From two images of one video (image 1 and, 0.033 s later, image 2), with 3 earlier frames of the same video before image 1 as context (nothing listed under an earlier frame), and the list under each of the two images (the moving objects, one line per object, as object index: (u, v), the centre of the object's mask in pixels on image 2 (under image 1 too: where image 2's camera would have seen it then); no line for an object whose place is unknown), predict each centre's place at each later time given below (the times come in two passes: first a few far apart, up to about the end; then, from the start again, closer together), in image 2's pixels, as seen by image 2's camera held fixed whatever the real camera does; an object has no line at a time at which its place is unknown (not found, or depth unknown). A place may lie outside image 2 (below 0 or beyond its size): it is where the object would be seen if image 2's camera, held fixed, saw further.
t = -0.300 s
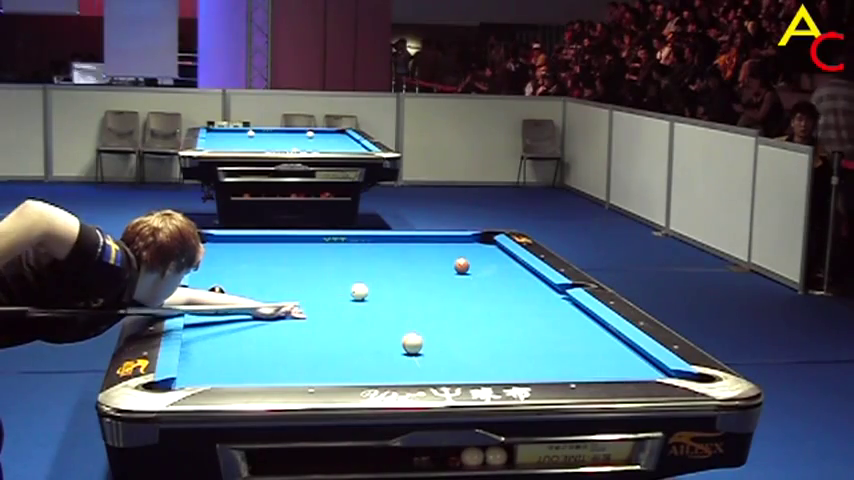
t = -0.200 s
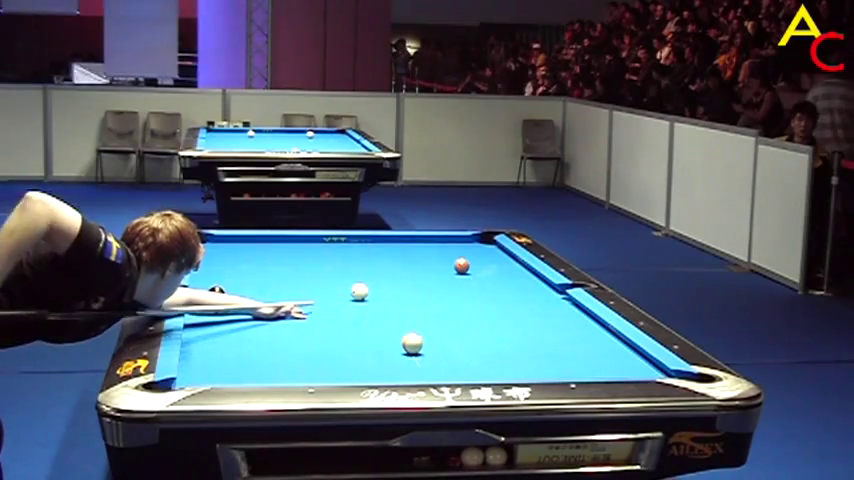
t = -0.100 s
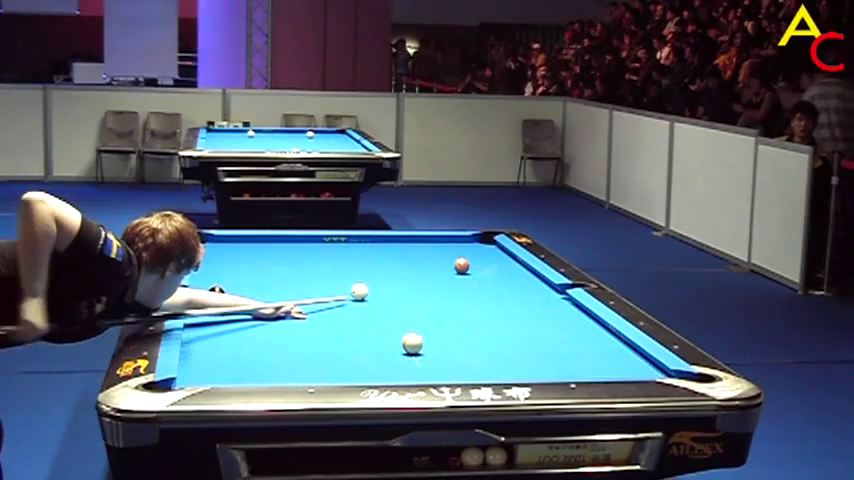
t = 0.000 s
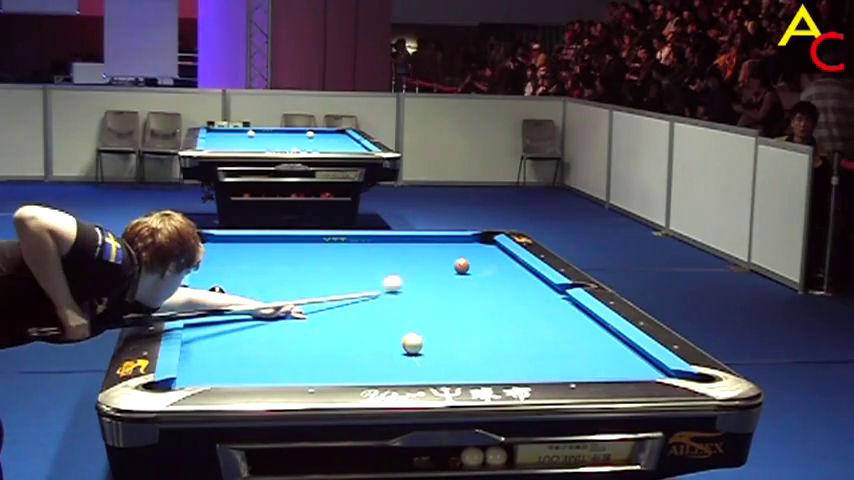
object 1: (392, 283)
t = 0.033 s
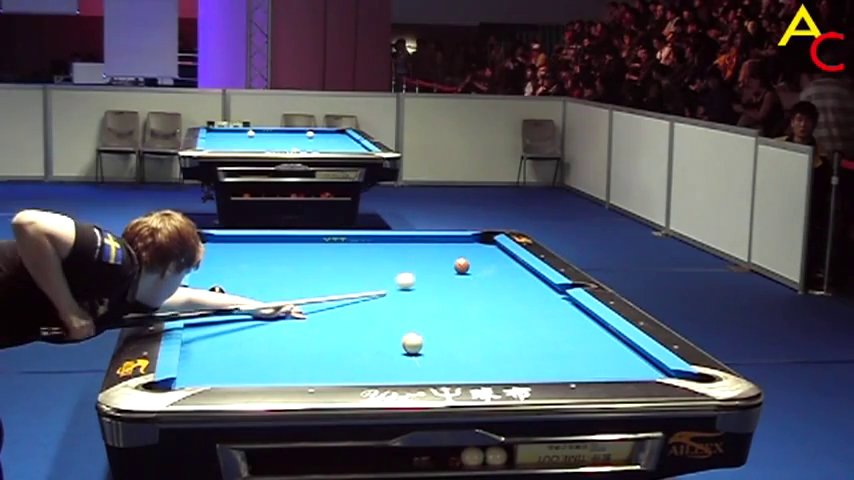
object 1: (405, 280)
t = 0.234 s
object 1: (466, 268)
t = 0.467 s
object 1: (502, 270)
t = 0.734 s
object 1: (525, 272)
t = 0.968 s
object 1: (513, 275)
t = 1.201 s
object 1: (501, 278)
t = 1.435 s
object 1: (489, 281)
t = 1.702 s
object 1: (476, 284)
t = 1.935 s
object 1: (464, 287)
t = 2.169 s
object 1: (454, 290)
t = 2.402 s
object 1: (443, 292)
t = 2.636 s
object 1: (433, 294)
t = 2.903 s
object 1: (423, 297)
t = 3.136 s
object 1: (414, 299)
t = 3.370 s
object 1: (406, 301)
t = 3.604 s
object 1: (398, 303)
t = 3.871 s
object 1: (390, 304)
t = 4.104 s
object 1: (383, 306)
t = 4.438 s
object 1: (373, 308)
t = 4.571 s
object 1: (372, 308)
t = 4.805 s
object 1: (368, 309)
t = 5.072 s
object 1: (364, 310)
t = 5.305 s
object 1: (362, 310)
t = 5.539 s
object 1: (361, 310)
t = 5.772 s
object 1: (360, 310)
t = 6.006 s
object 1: (360, 310)
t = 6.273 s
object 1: (360, 310)
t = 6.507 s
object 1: (360, 310)
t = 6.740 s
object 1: (360, 310)
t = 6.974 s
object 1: (360, 310)
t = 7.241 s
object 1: (360, 310)
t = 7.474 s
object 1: (360, 310)
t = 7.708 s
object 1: (360, 310)
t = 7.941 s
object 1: (360, 310)
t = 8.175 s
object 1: (360, 310)
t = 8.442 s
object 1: (360, 310)
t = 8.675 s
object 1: (360, 310)
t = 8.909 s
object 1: (360, 310)
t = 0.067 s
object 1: (416, 277)
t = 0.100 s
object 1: (428, 275)
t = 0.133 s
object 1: (438, 272)
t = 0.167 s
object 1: (448, 270)
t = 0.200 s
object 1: (458, 268)
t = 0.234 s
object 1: (466, 268)
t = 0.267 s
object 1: (472, 268)
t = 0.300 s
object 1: (478, 268)
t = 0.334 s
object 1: (483, 269)
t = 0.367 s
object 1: (487, 269)
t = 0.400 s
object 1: (492, 269)
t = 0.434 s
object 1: (497, 270)
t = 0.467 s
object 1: (502, 270)
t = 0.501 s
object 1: (508, 270)
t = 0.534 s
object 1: (512, 270)
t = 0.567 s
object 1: (517, 271)
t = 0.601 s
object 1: (521, 271)
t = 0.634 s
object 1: (527, 271)
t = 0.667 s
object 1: (529, 271)
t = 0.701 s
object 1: (526, 271)
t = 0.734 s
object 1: (525, 272)
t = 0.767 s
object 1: (523, 272)
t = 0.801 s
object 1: (521, 273)
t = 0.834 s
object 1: (519, 273)
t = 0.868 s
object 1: (518, 273)
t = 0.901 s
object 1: (516, 274)
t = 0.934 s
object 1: (515, 275)
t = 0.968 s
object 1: (513, 275)
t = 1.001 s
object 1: (511, 276)
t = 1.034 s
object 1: (509, 276)
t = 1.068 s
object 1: (508, 277)
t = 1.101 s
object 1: (506, 277)
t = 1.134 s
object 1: (504, 277)
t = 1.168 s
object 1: (502, 278)
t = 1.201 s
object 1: (501, 278)
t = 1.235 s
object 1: (499, 279)
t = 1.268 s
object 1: (497, 279)
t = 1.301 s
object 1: (496, 279)
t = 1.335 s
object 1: (494, 280)
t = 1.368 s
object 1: (492, 280)
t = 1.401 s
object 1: (490, 281)
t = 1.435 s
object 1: (489, 281)
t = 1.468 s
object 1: (487, 282)
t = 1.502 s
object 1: (485, 282)
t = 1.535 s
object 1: (484, 282)
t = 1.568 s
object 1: (482, 282)
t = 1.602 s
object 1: (481, 283)
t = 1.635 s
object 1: (479, 284)
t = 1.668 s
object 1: (477, 284)
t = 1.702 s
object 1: (476, 284)
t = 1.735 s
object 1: (474, 285)
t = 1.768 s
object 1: (473, 285)
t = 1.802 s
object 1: (471, 285)
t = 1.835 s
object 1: (469, 286)
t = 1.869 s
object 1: (468, 286)
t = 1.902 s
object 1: (466, 287)
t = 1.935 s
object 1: (464, 287)
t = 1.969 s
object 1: (463, 288)
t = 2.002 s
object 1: (461, 288)
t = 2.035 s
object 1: (460, 288)
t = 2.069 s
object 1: (458, 288)
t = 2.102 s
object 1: (457, 289)
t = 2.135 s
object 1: (455, 289)
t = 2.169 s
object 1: (454, 290)
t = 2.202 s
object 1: (452, 290)
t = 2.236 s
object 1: (450, 290)
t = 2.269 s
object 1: (449, 291)
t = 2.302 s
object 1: (448, 291)
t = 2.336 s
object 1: (446, 291)
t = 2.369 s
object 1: (445, 291)
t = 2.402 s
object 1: (443, 292)
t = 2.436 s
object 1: (442, 292)
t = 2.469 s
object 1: (440, 293)
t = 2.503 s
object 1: (439, 293)
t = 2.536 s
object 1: (437, 294)
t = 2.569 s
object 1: (436, 294)
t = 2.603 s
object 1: (435, 294)
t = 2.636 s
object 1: (433, 294)
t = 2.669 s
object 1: (432, 295)
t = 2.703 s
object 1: (431, 295)
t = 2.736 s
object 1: (430, 296)
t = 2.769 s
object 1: (428, 296)
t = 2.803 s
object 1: (427, 296)
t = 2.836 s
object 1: (425, 297)
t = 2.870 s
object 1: (424, 297)
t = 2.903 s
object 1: (423, 297)
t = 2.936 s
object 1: (422, 297)
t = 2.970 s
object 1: (420, 298)
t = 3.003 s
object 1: (419, 298)
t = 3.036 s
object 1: (418, 298)
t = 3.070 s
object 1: (416, 299)
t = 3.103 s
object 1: (415, 299)
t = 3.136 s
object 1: (414, 299)
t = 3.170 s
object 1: (413, 299)
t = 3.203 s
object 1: (412, 300)
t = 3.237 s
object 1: (410, 300)
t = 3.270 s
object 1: (409, 300)
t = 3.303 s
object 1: (408, 300)
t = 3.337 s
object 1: (407, 300)
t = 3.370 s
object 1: (406, 301)
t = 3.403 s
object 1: (405, 301)
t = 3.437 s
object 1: (403, 301)
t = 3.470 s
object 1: (402, 302)
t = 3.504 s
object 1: (401, 302)
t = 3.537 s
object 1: (400, 302)
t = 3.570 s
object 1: (399, 302)
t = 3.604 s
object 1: (398, 303)
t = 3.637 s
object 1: (397, 303)
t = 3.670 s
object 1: (396, 303)
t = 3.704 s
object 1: (395, 304)
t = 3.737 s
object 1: (394, 304)
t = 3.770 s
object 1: (393, 304)
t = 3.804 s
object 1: (392, 304)
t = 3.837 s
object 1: (391, 304)
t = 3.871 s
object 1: (390, 304)
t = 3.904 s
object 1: (389, 305)
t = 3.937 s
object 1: (388, 305)
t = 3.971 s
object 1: (387, 305)
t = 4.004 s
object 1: (386, 305)
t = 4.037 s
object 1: (385, 306)
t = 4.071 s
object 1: (384, 306)
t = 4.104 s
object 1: (383, 306)
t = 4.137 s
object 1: (382, 306)
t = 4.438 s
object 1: (373, 308)
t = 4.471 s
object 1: (374, 308)
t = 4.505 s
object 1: (374, 308)
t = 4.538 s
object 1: (373, 308)
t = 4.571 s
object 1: (372, 308)
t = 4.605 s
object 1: (372, 308)
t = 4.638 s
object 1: (371, 308)
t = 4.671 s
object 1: (370, 308)
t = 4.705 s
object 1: (370, 309)
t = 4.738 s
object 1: (369, 309)
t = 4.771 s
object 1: (369, 309)
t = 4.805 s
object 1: (368, 309)
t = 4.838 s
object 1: (367, 309)
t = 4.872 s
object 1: (367, 309)
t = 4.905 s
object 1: (367, 309)
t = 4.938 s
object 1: (366, 309)
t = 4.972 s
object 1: (366, 310)
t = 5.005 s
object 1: (365, 310)
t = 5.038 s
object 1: (365, 310)
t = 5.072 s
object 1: (364, 310)
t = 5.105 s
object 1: (364, 310)
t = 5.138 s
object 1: (364, 310)
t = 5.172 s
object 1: (363, 310)
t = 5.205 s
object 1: (363, 310)
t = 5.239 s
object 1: (363, 310)
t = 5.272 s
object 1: (363, 310)
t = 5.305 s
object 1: (362, 310)
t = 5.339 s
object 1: (362, 310)
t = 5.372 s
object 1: (362, 310)
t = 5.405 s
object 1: (362, 310)
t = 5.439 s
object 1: (362, 310)
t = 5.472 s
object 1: (361, 310)
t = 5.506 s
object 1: (361, 310)
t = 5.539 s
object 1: (361, 310)
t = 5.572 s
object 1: (361, 310)
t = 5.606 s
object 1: (361, 310)
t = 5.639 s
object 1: (361, 310)
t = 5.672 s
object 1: (361, 310)
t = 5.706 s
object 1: (360, 310)
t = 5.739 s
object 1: (360, 310)
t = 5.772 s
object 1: (360, 310)
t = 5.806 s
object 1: (360, 310)
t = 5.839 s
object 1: (360, 310)
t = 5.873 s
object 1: (360, 310)
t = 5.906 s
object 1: (360, 310)
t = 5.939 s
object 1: (360, 310)
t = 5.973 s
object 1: (360, 310)
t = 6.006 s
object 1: (360, 310)
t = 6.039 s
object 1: (360, 310)
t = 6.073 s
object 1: (360, 310)
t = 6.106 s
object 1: (360, 310)
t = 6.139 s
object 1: (360, 310)
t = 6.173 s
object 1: (360, 310)
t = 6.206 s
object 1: (360, 310)
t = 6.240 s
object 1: (360, 310)
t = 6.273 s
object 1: (360, 310)
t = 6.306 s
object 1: (360, 310)
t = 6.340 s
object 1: (360, 310)
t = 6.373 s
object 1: (360, 310)
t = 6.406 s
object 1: (360, 310)
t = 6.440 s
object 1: (360, 310)
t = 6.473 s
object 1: (360, 310)
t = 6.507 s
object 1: (360, 310)
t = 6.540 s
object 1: (360, 310)
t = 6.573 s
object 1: (360, 310)
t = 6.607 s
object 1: (360, 310)
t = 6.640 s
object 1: (360, 310)
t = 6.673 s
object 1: (360, 310)
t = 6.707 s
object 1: (360, 310)
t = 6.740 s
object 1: (360, 310)
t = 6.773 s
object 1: (360, 310)
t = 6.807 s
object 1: (360, 310)
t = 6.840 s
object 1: (360, 310)
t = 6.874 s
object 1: (360, 310)
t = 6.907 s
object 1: (360, 310)
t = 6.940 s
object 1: (360, 310)
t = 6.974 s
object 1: (360, 310)
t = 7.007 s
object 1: (360, 310)
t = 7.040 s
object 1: (360, 310)
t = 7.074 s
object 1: (360, 310)
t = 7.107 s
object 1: (360, 310)
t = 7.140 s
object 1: (360, 310)
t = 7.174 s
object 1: (360, 310)
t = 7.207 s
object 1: (360, 310)
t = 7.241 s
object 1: (360, 310)
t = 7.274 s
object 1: (360, 310)
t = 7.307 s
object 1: (360, 310)
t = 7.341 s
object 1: (360, 310)
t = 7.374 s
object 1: (360, 310)
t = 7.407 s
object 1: (360, 310)
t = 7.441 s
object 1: (360, 310)
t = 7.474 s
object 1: (360, 310)
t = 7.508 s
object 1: (360, 310)
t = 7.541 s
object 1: (360, 310)
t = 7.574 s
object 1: (360, 310)
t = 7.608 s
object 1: (360, 310)
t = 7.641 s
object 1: (360, 310)
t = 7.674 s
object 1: (360, 310)
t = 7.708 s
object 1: (360, 310)
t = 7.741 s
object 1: (360, 310)
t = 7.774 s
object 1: (360, 310)
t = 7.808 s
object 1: (360, 310)
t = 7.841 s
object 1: (360, 310)
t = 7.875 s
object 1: (360, 310)
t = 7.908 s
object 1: (360, 310)
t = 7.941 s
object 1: (360, 310)
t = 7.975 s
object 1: (360, 310)
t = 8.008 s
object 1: (360, 310)
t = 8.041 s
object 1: (360, 310)
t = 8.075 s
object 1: (360, 310)
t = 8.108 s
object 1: (360, 310)
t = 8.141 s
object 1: (360, 310)
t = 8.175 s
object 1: (360, 310)
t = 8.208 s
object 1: (360, 310)
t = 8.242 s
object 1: (360, 310)
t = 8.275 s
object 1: (360, 310)
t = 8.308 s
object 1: (360, 310)
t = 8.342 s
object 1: (360, 310)
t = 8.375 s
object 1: (360, 310)
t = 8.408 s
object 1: (360, 310)
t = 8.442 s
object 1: (360, 310)
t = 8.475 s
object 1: (360, 310)
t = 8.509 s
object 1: (360, 310)
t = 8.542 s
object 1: (360, 310)
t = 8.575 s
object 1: (360, 310)
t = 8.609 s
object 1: (360, 310)
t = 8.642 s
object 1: (360, 310)
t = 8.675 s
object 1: (360, 310)
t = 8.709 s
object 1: (360, 310)
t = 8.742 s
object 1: (360, 310)
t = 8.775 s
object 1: (360, 310)
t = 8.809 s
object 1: (360, 310)
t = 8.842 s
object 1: (360, 310)
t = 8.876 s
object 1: (360, 310)
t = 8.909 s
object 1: (360, 310)
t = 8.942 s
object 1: (360, 310)
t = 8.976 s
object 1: (360, 310)
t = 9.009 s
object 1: (360, 310)
